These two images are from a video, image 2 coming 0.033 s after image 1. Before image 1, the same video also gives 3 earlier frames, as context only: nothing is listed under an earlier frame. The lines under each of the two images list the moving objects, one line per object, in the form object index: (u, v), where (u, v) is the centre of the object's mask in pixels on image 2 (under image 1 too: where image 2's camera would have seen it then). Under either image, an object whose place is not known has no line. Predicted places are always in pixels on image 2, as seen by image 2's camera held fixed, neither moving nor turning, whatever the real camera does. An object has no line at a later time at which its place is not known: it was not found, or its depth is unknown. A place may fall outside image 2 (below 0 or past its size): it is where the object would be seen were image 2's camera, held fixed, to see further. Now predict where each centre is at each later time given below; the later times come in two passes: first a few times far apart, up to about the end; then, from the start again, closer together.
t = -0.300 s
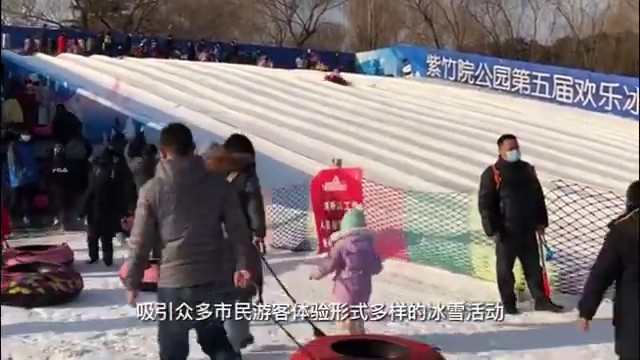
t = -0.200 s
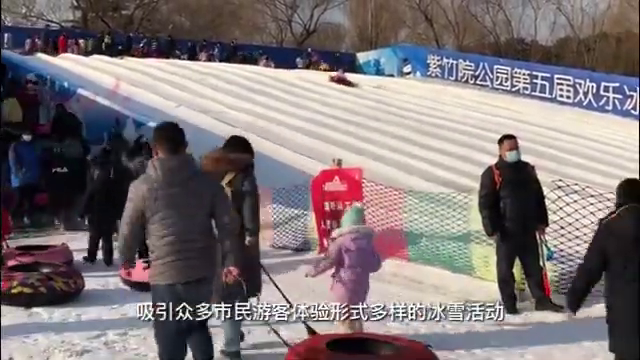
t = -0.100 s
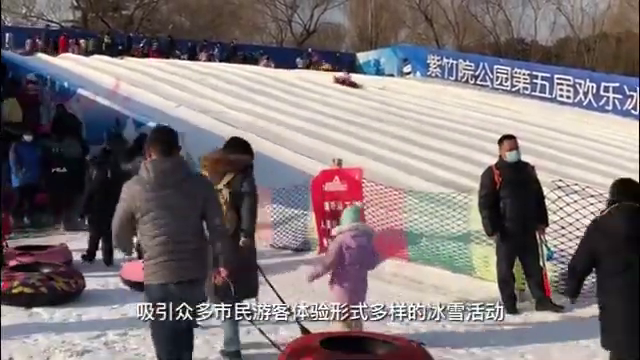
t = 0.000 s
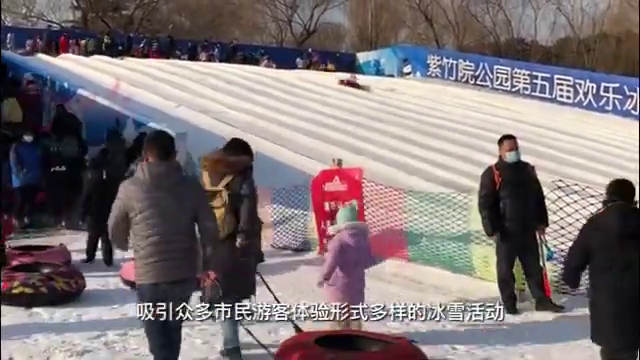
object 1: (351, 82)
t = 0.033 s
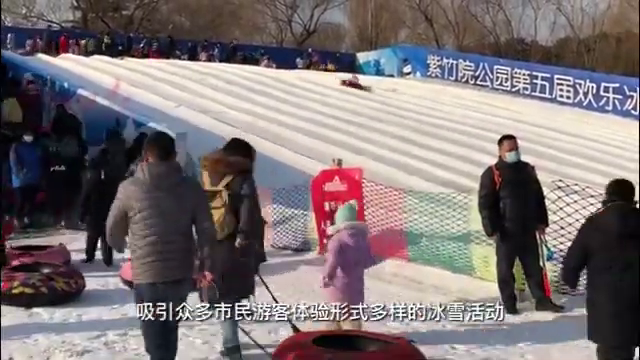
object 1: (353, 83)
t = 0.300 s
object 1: (371, 86)
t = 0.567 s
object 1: (391, 92)
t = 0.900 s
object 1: (421, 99)
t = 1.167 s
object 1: (447, 105)
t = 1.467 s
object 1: (484, 114)
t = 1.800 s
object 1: (532, 126)
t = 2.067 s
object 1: (578, 137)
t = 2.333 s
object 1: (626, 150)
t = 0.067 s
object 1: (354, 83)
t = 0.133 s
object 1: (359, 84)
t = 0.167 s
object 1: (361, 84)
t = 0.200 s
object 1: (364, 85)
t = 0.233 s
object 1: (366, 85)
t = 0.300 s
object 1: (371, 86)
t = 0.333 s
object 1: (373, 87)
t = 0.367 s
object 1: (375, 87)
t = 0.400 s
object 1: (378, 88)
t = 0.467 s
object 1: (384, 90)
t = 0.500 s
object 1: (386, 90)
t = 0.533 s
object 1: (388, 91)
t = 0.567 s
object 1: (391, 92)
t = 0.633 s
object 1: (397, 93)
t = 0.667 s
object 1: (400, 94)
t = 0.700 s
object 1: (403, 95)
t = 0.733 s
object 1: (405, 95)
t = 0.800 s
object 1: (411, 96)
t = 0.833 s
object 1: (414, 97)
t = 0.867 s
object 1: (418, 98)
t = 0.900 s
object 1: (421, 99)
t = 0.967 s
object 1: (428, 100)
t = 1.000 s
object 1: (430, 101)
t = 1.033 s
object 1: (434, 102)
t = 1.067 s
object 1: (436, 103)
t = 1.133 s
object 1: (443, 105)
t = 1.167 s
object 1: (447, 105)
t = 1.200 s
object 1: (451, 106)
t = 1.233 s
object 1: (454, 107)
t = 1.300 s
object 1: (462, 109)
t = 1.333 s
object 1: (466, 110)
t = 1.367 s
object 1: (470, 111)
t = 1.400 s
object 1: (474, 112)
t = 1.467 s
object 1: (484, 114)
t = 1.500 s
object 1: (488, 115)
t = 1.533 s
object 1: (492, 116)
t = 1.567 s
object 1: (497, 117)
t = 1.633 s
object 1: (506, 119)
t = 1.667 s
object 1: (512, 121)
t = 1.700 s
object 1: (516, 122)
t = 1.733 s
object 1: (521, 123)
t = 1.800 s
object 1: (532, 126)
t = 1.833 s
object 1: (538, 127)
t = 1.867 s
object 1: (543, 129)
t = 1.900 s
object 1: (548, 130)
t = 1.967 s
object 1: (560, 132)
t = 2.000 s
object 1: (565, 134)
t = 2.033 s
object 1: (571, 135)
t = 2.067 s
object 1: (578, 137)
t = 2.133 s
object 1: (590, 140)
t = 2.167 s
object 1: (597, 142)
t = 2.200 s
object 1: (604, 144)
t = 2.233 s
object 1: (610, 145)
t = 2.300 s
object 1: (622, 148)
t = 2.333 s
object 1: (626, 150)
